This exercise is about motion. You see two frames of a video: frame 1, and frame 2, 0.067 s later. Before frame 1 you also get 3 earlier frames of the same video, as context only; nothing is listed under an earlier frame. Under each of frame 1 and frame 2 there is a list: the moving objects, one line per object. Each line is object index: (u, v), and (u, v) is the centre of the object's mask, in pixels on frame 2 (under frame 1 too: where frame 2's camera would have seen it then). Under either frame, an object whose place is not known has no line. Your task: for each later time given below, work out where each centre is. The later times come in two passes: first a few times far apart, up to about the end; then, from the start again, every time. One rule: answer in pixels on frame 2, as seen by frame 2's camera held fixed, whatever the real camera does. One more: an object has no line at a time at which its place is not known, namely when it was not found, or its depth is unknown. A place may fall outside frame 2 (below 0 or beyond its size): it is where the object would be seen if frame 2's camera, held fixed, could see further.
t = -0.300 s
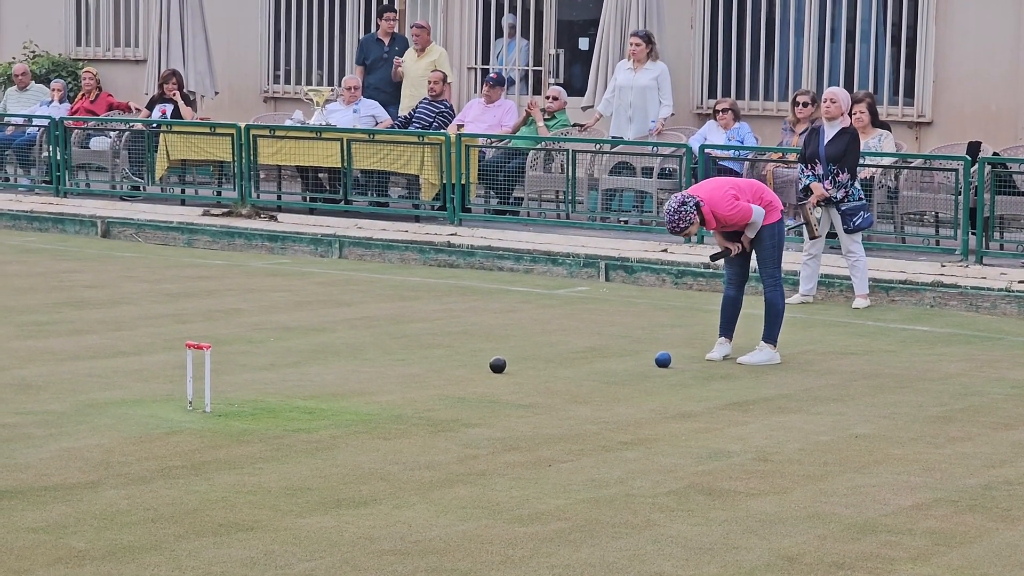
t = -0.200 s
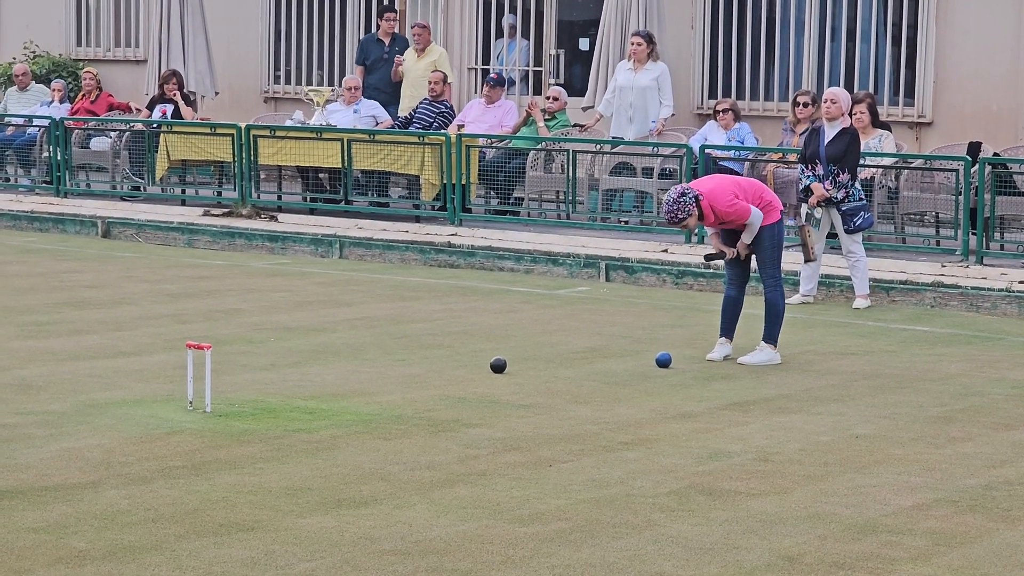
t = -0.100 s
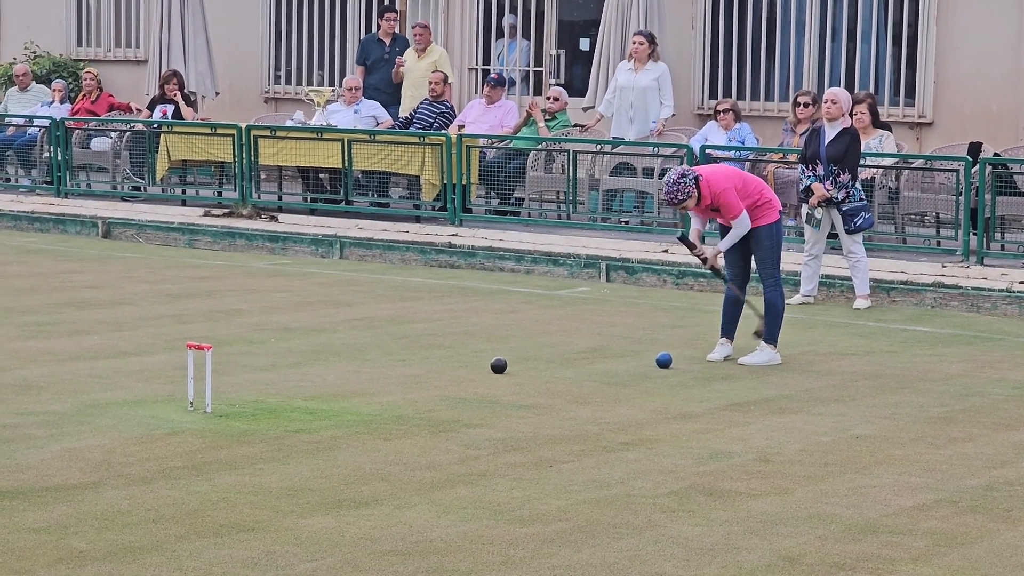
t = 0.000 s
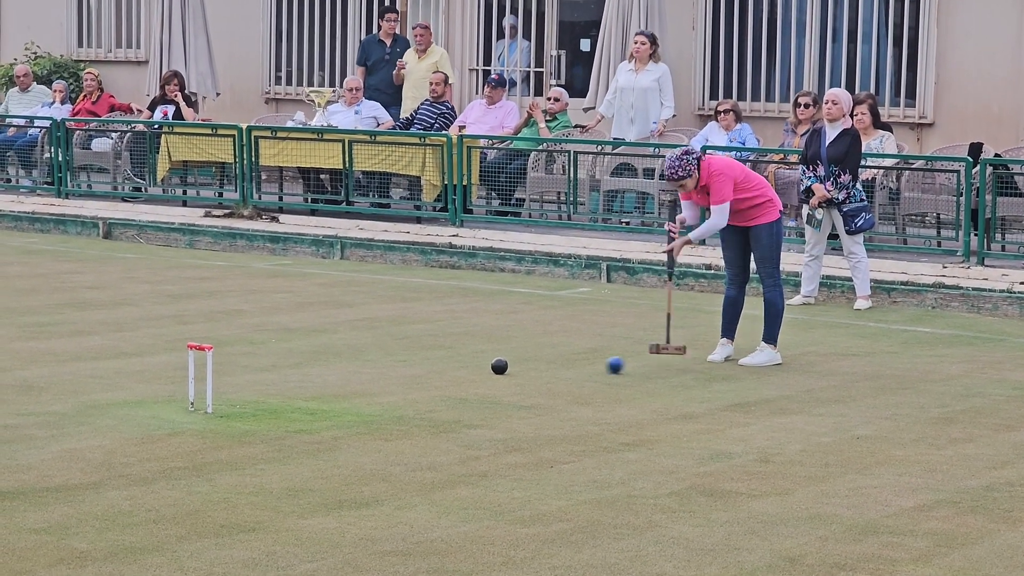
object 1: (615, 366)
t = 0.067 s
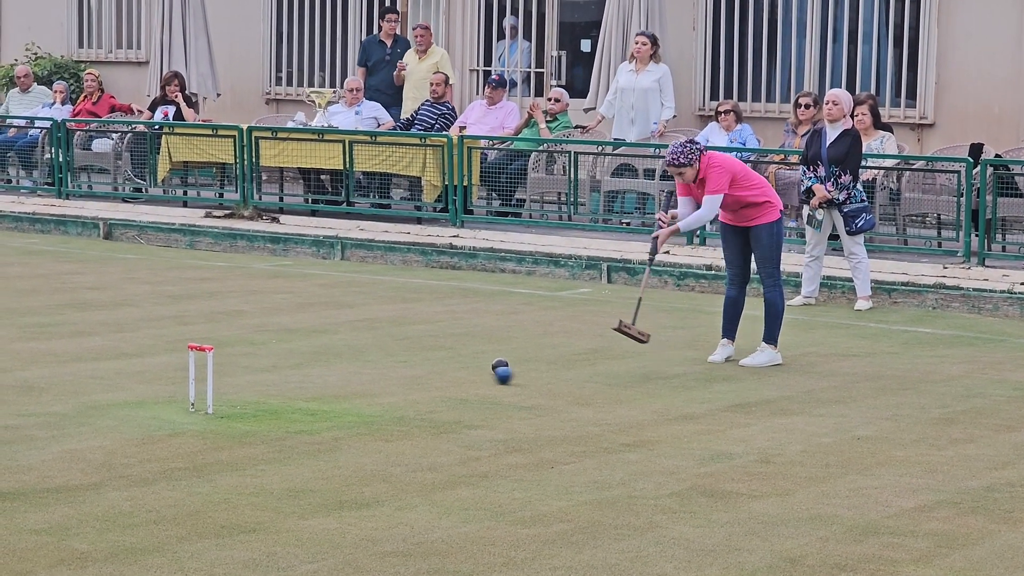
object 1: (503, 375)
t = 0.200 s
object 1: (264, 397)
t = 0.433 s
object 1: (31, 426)
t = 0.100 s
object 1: (447, 378)
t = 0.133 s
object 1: (388, 384)
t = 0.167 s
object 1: (326, 392)
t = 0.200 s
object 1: (264, 397)
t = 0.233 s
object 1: (201, 402)
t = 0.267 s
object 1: (175, 406)
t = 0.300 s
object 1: (147, 408)
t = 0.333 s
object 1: (119, 411)
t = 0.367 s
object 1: (90, 417)
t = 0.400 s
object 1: (61, 424)
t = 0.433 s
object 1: (31, 426)
